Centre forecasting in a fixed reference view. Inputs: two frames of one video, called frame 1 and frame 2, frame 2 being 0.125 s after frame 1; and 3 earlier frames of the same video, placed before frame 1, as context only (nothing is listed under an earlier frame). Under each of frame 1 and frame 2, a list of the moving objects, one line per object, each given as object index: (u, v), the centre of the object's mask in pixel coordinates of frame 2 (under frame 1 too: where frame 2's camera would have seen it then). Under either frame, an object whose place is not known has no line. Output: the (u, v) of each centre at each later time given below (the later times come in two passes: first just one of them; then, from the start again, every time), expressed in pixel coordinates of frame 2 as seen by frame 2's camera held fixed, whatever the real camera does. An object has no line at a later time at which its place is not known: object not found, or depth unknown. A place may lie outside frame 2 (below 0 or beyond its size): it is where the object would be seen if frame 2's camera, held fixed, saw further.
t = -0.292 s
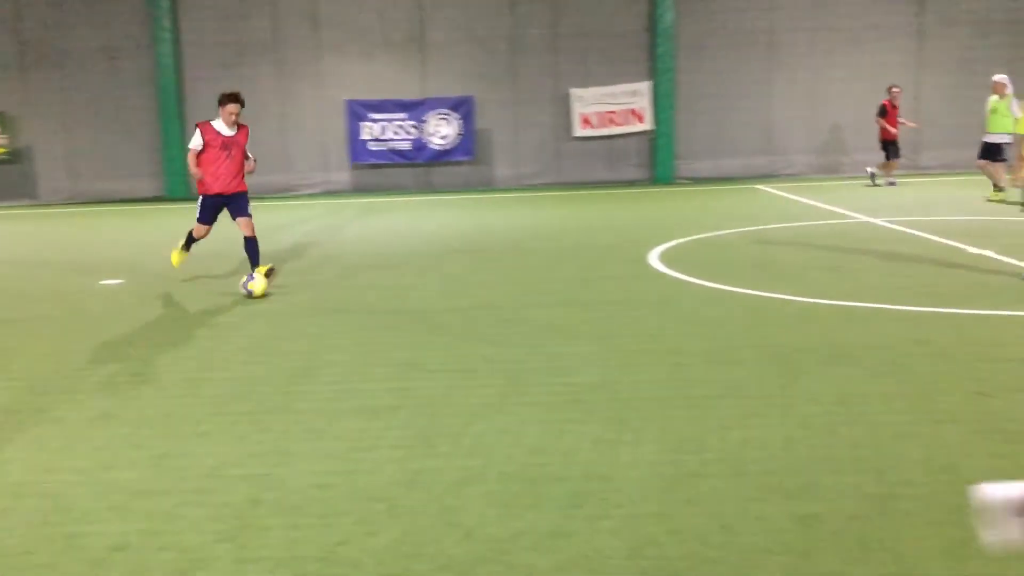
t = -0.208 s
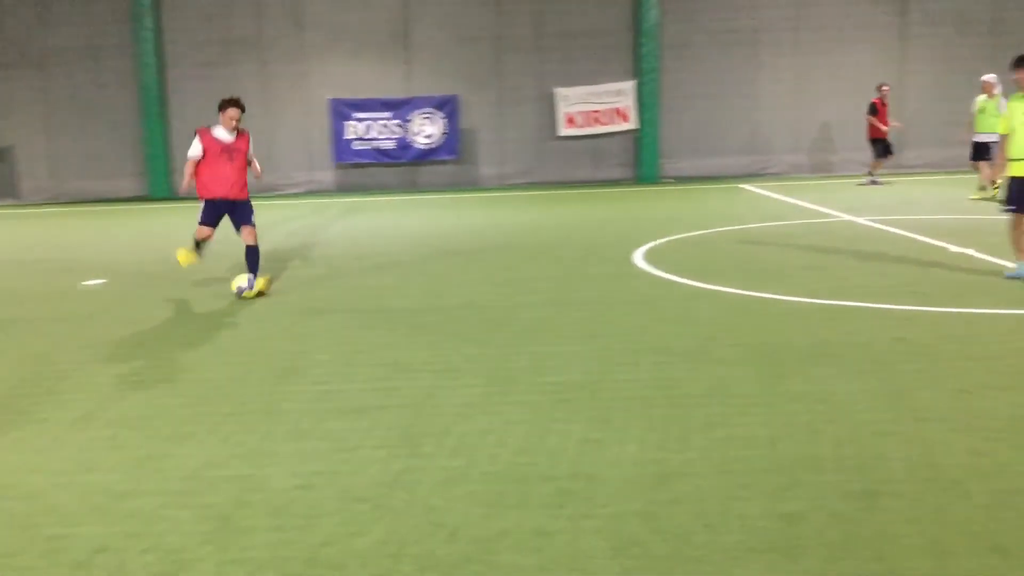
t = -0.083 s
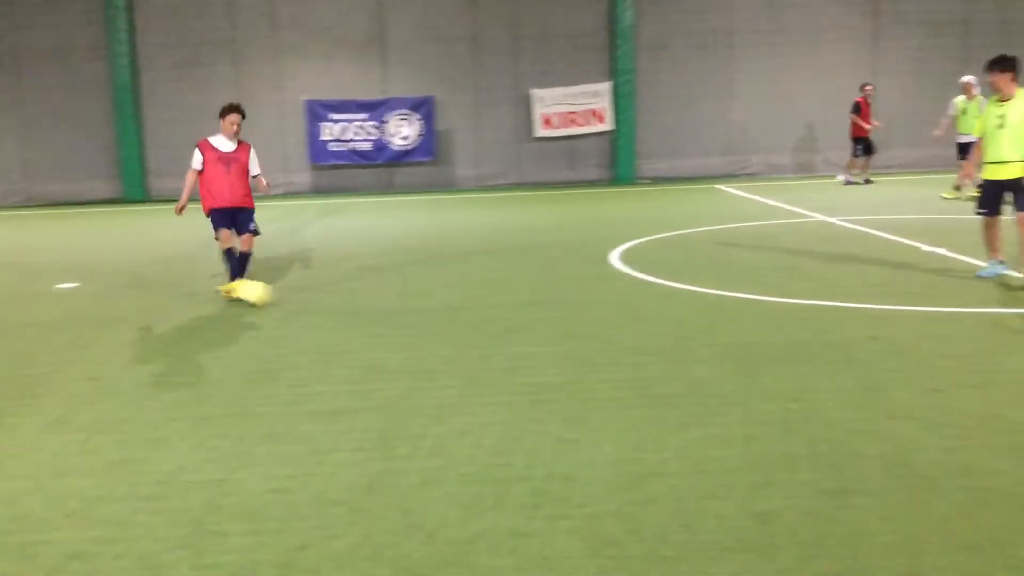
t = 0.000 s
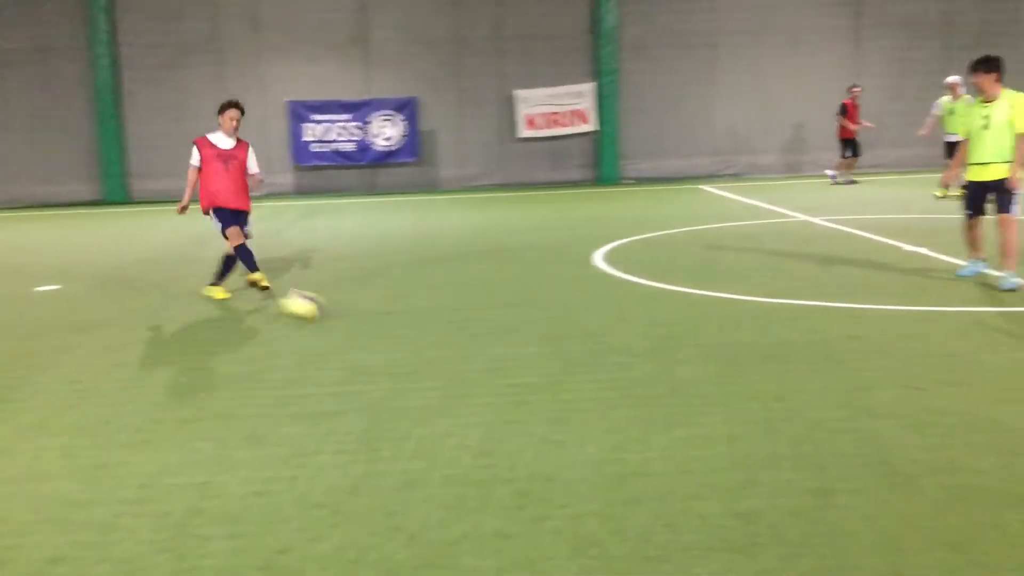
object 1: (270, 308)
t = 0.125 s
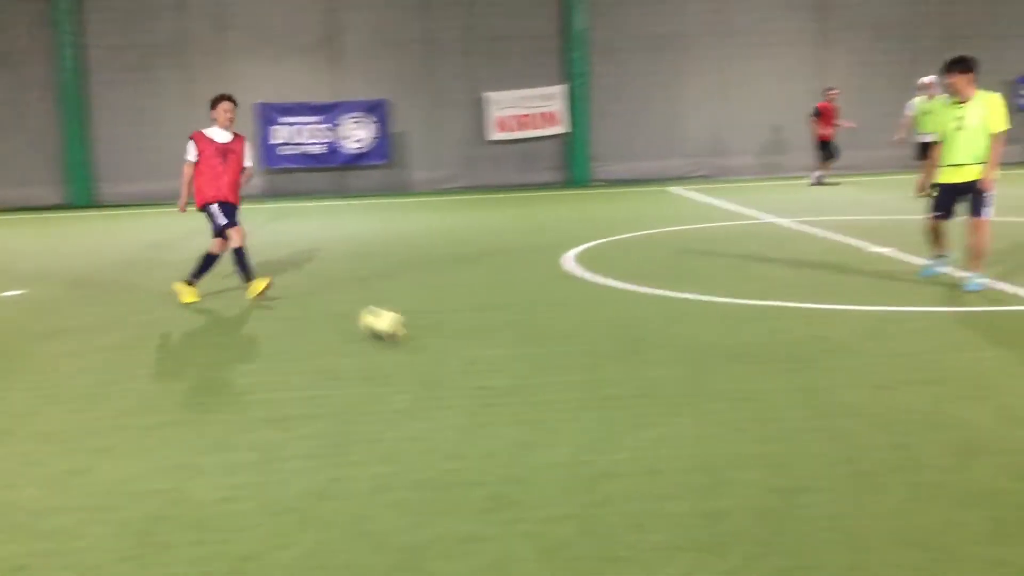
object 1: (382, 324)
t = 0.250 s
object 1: (510, 341)
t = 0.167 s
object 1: (424, 328)
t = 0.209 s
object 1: (465, 335)
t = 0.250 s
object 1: (510, 341)
